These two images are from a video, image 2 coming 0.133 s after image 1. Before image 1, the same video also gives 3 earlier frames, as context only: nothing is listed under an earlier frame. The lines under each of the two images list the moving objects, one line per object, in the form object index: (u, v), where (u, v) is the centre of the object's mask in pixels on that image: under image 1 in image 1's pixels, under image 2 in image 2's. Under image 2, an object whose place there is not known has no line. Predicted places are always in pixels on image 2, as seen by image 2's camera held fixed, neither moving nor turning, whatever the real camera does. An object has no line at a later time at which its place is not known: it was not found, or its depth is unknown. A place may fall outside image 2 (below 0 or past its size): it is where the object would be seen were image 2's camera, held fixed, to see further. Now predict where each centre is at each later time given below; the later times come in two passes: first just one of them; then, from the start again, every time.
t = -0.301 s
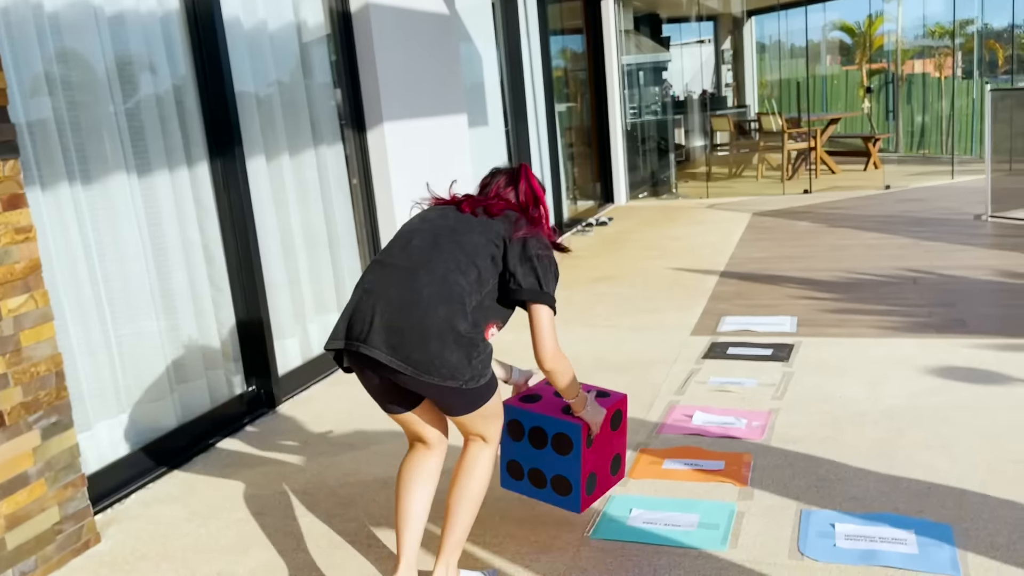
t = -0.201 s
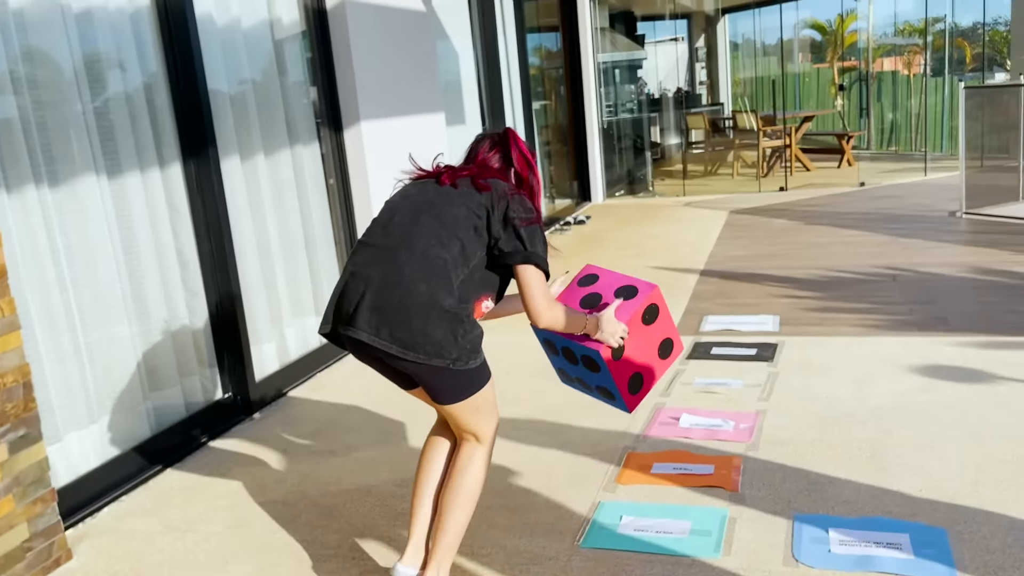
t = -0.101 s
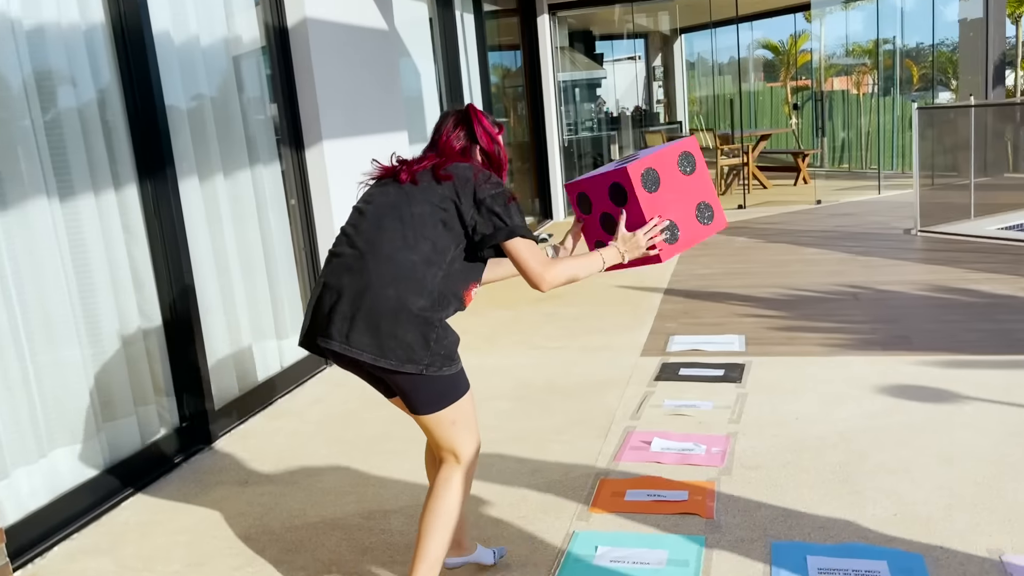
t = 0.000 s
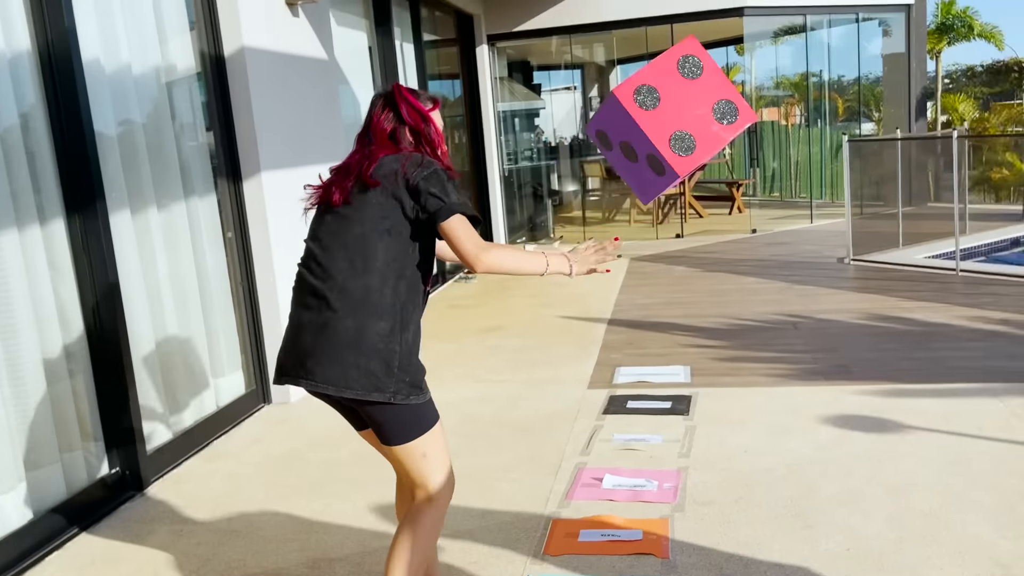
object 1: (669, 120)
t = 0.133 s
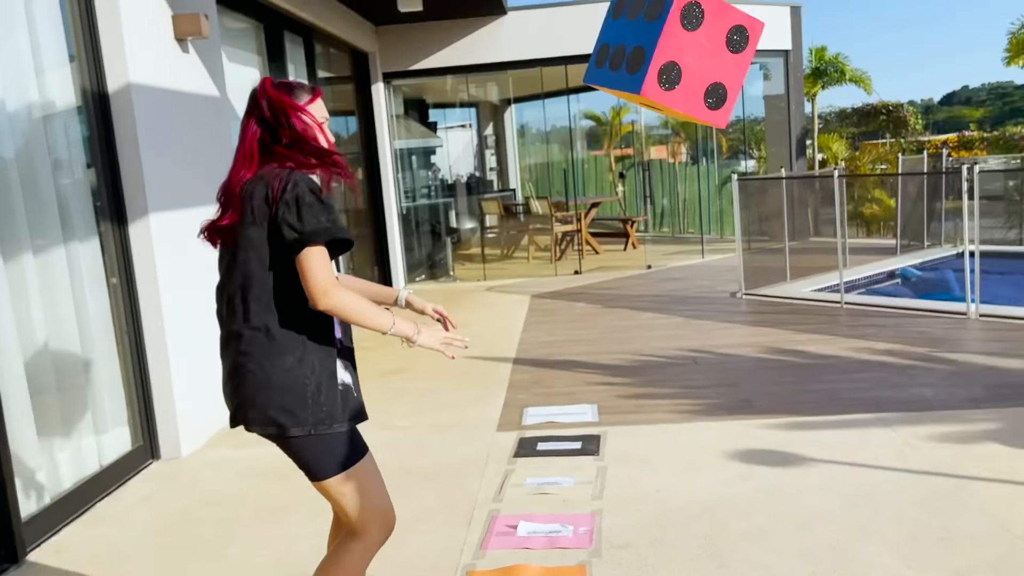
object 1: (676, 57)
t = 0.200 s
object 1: (720, 35)
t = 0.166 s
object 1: (696, 44)
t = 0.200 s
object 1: (720, 35)
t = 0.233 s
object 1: (746, 24)
